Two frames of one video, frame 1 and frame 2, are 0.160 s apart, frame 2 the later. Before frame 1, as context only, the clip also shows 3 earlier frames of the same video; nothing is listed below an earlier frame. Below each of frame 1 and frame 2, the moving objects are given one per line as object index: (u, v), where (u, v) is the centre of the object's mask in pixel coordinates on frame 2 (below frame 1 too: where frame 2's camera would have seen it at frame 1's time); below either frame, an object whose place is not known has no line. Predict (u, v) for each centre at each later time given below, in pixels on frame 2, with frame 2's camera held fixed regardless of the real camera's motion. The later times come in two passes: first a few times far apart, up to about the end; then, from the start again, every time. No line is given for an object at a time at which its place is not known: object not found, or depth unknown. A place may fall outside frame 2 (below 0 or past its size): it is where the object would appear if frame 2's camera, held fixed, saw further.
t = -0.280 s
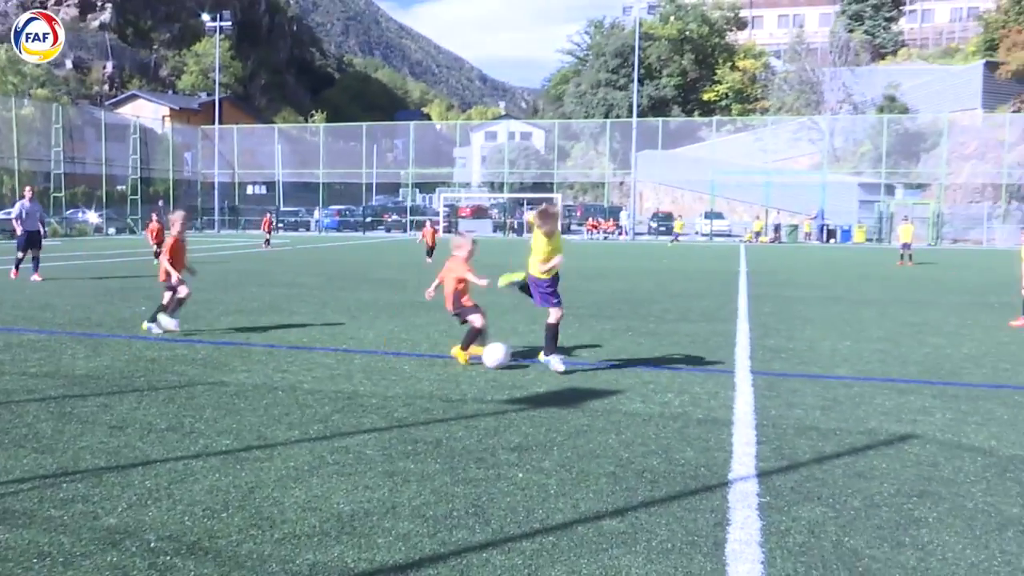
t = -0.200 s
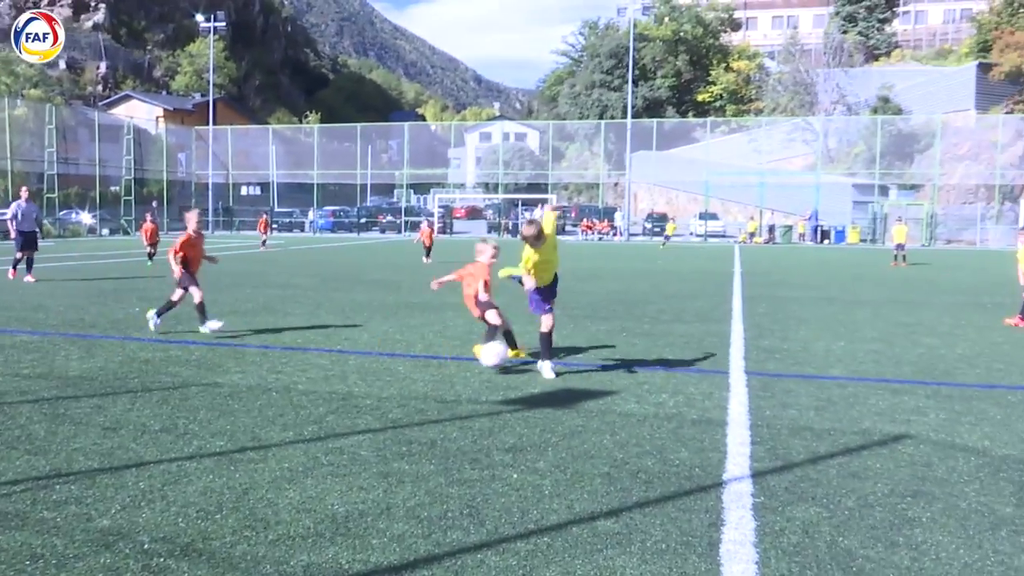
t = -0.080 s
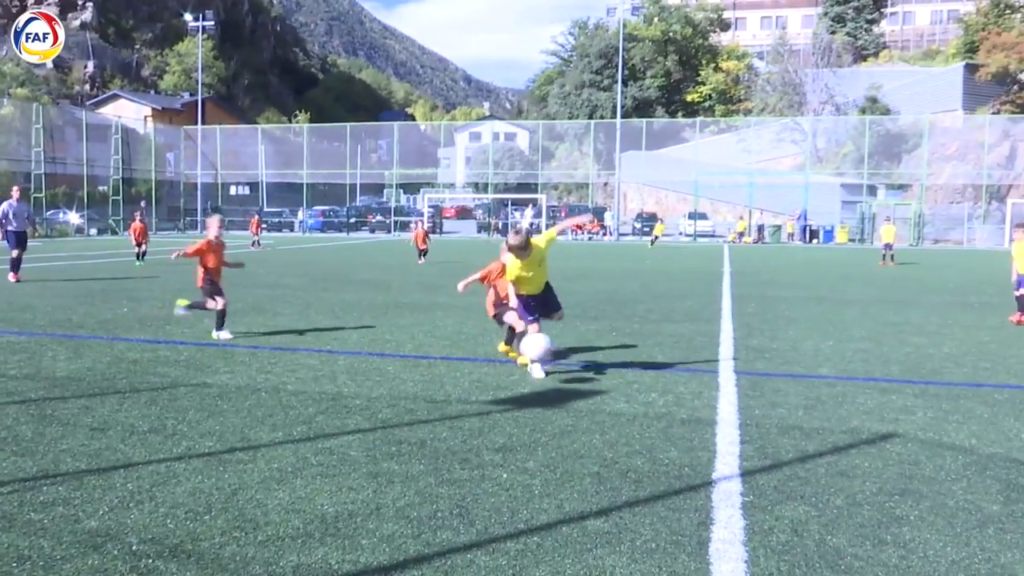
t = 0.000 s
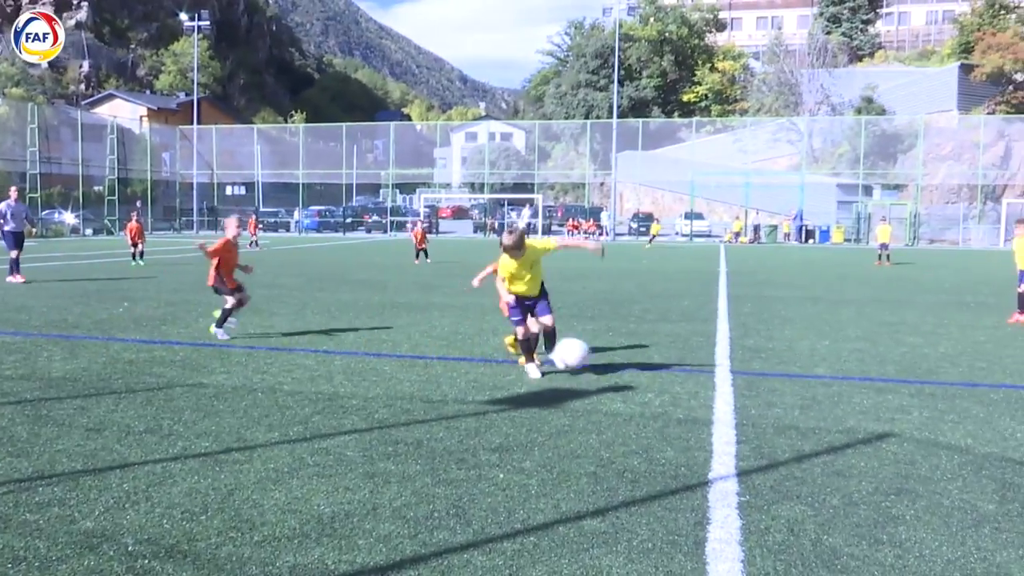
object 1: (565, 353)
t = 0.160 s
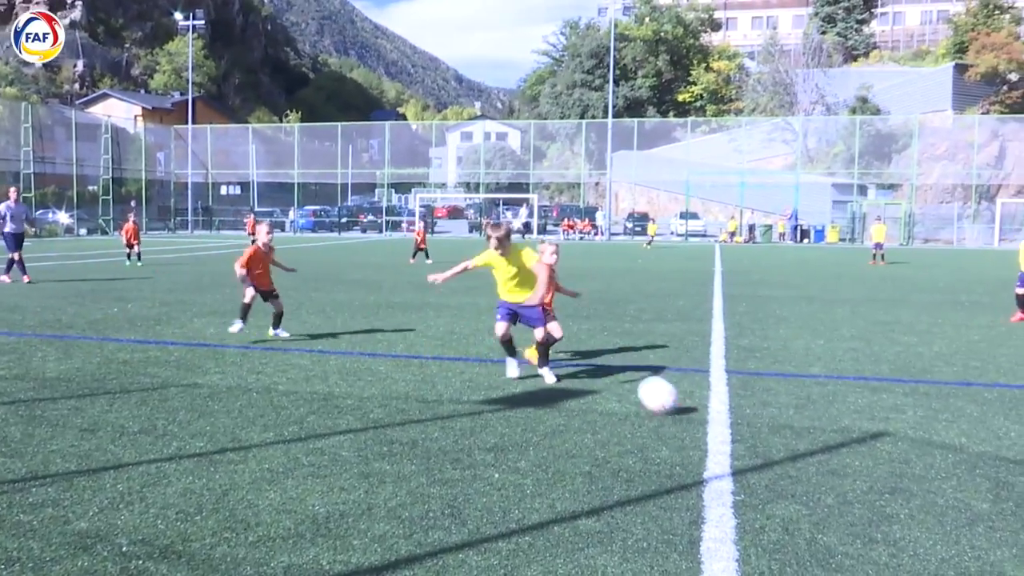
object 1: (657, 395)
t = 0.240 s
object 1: (687, 390)
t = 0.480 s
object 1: (773, 413)
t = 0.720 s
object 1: (875, 447)
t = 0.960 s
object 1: (999, 489)
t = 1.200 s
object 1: (1157, 539)
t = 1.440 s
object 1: (1362, 605)
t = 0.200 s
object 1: (675, 396)
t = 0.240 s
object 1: (687, 390)
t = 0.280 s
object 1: (700, 388)
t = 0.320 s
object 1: (714, 387)
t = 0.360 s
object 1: (728, 389)
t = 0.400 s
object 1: (743, 394)
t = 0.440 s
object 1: (758, 402)
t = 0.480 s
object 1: (773, 413)
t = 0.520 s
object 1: (789, 428)
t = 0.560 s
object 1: (806, 437)
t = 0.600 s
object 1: (822, 435)
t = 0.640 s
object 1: (839, 435)
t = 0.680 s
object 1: (857, 439)
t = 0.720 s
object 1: (875, 447)
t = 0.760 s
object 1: (894, 459)
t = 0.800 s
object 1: (913, 471)
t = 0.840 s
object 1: (934, 470)
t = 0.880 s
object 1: (955, 473)
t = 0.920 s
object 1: (977, 479)
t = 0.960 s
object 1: (999, 489)
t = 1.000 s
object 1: (1023, 502)
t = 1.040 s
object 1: (1048, 506)
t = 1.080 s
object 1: (1073, 512)
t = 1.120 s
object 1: (1100, 522)
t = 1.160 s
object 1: (1129, 535)
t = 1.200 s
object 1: (1157, 539)
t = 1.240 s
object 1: (1187, 548)
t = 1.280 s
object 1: (1219, 561)
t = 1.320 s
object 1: (1252, 571)
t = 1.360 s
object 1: (1287, 580)
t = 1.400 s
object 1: (1324, 595)
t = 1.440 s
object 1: (1362, 605)
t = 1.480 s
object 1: (1402, 618)
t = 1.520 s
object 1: (1445, 634)
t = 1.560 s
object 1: (1491, 648)
